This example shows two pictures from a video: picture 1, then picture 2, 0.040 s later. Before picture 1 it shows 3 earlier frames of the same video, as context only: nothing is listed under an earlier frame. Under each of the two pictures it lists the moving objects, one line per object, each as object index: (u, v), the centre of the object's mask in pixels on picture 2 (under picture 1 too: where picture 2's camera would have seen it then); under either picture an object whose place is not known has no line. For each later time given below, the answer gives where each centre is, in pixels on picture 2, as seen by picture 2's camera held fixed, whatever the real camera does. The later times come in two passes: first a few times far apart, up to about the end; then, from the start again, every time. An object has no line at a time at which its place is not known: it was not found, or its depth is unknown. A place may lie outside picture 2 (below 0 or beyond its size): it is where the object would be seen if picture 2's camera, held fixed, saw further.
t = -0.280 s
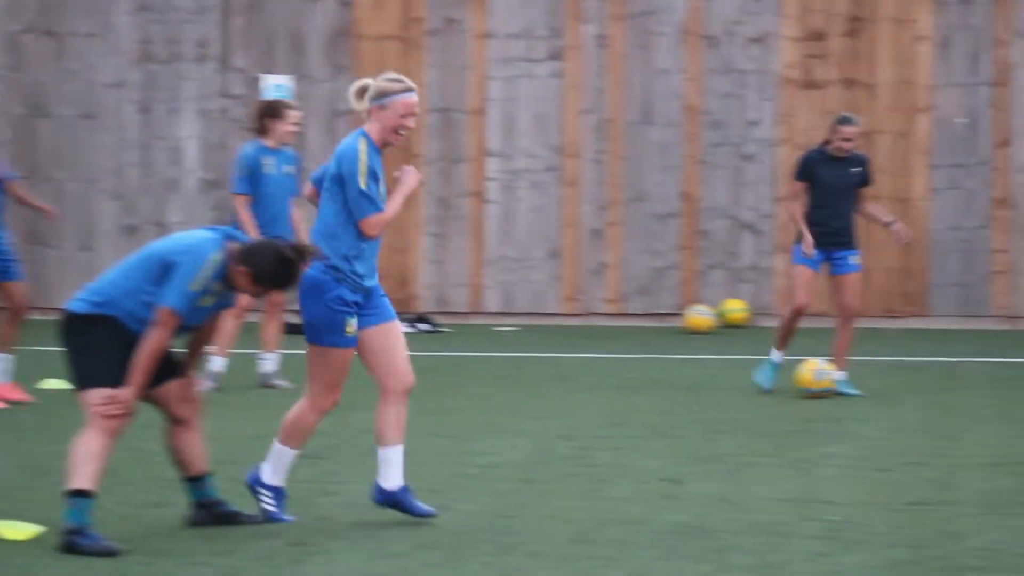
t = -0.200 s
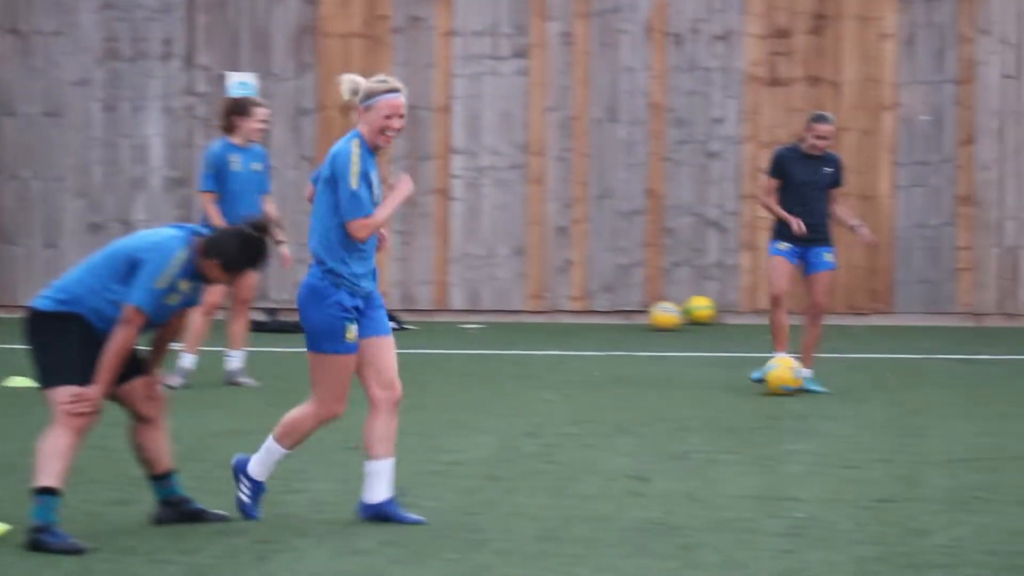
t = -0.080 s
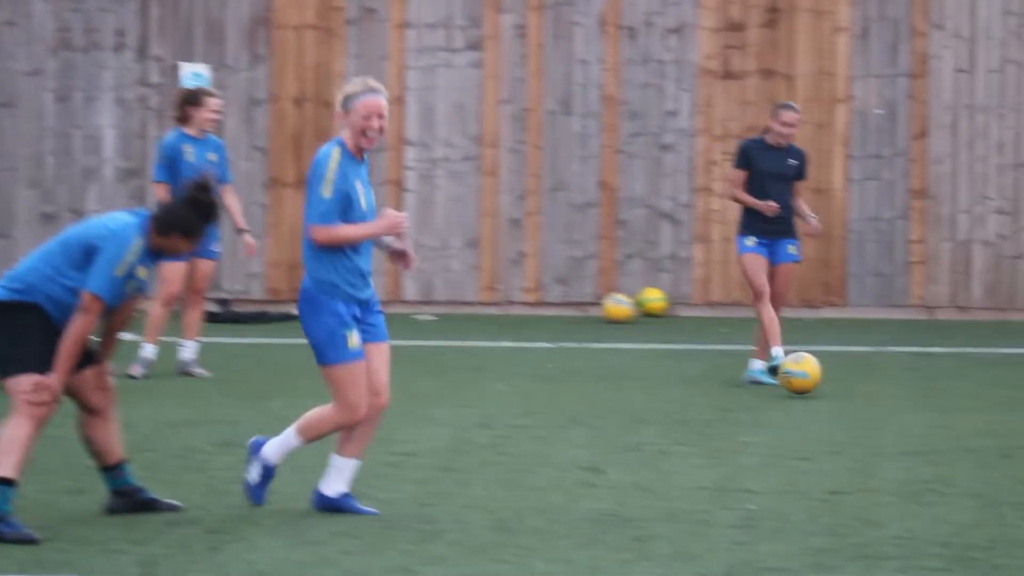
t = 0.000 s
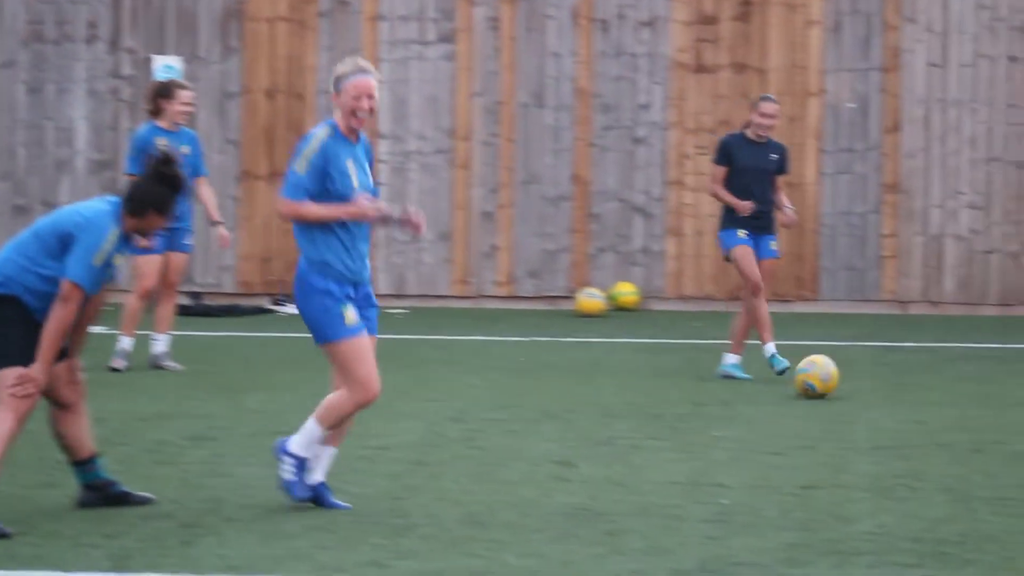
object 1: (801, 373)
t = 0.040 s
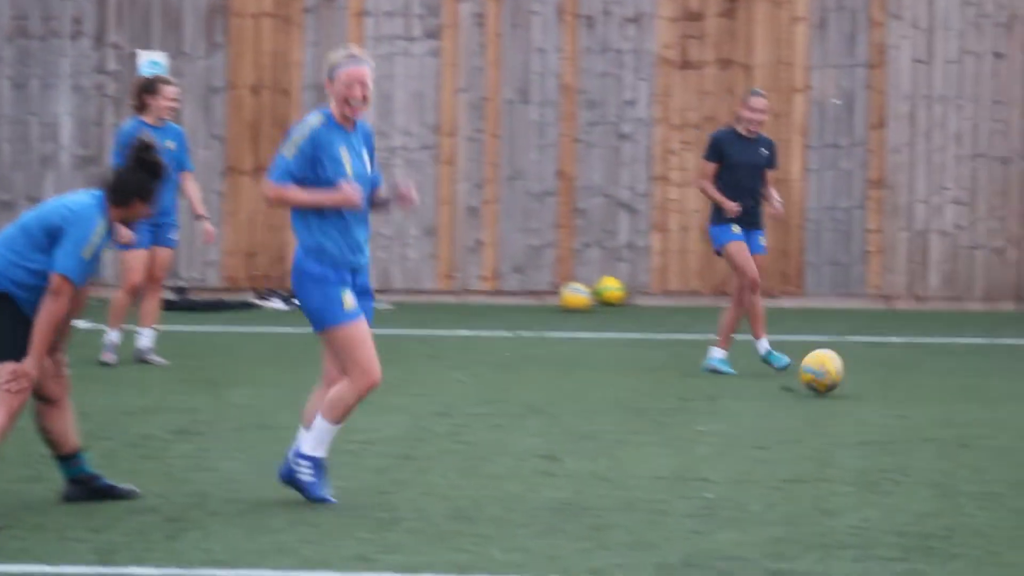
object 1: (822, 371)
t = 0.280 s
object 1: (937, 394)
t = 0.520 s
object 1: (1049, 406)
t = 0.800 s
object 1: (1188, 428)
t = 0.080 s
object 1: (841, 375)
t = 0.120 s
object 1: (862, 381)
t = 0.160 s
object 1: (881, 385)
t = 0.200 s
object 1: (899, 385)
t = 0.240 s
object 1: (917, 389)
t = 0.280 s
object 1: (937, 394)
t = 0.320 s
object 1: (956, 392)
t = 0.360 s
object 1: (976, 392)
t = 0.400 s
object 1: (993, 396)
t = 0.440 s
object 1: (1011, 402)
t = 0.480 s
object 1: (1030, 405)
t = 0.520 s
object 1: (1049, 406)
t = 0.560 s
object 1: (1066, 410)
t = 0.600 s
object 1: (1088, 414)
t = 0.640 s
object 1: (1108, 416)
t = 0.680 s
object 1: (1128, 418)
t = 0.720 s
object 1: (1147, 422)
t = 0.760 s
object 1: (1167, 424)
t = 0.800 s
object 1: (1188, 428)
